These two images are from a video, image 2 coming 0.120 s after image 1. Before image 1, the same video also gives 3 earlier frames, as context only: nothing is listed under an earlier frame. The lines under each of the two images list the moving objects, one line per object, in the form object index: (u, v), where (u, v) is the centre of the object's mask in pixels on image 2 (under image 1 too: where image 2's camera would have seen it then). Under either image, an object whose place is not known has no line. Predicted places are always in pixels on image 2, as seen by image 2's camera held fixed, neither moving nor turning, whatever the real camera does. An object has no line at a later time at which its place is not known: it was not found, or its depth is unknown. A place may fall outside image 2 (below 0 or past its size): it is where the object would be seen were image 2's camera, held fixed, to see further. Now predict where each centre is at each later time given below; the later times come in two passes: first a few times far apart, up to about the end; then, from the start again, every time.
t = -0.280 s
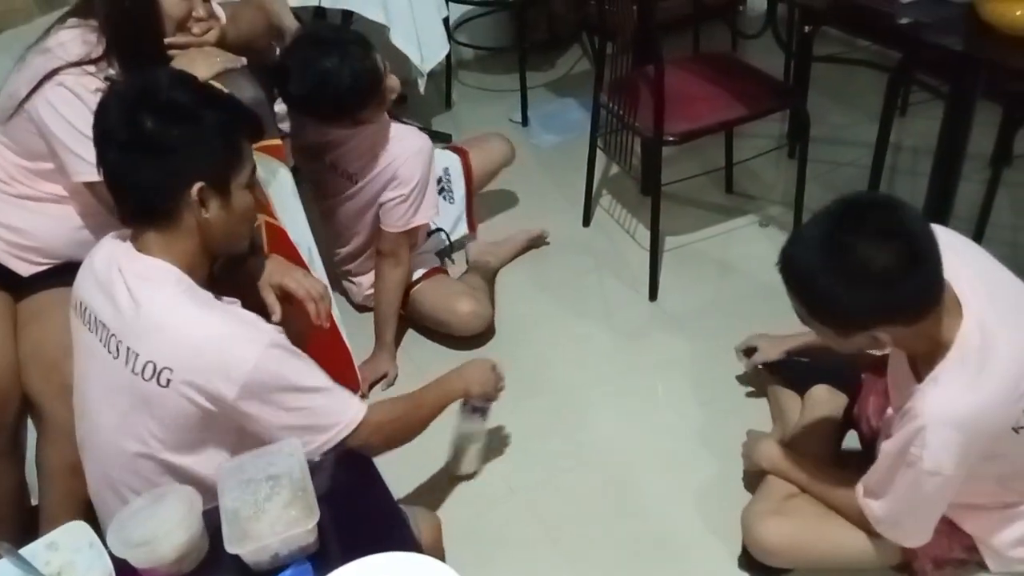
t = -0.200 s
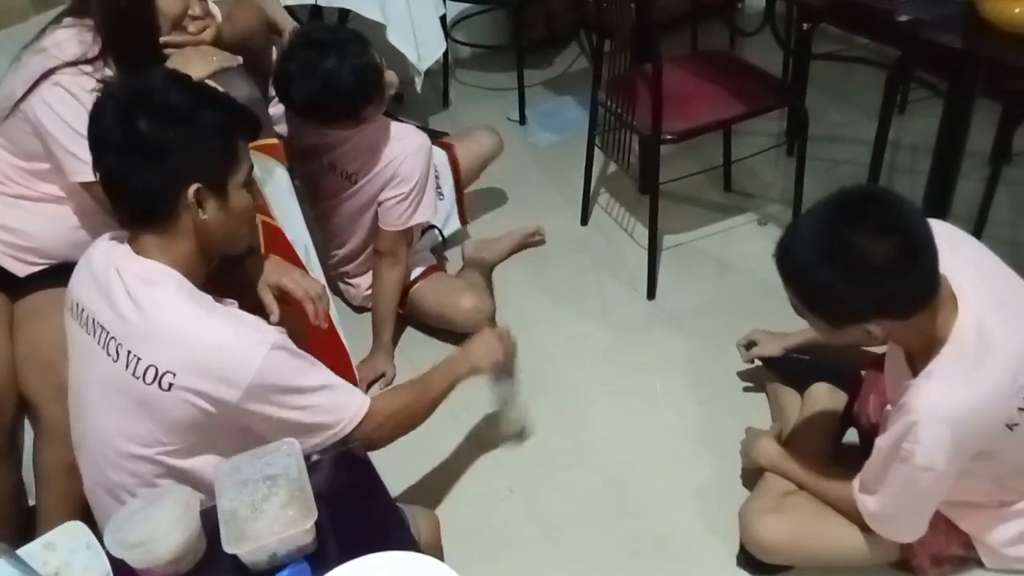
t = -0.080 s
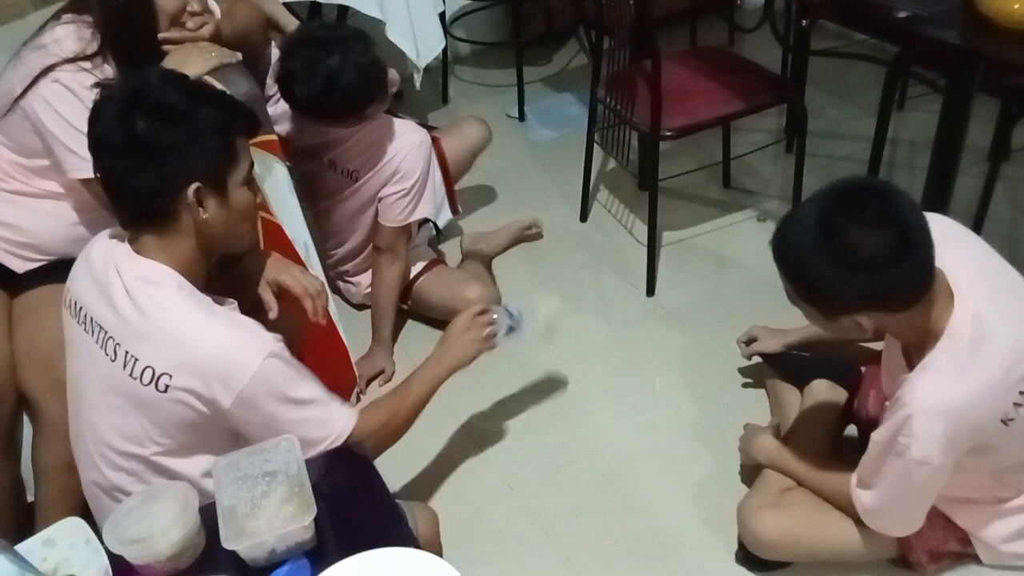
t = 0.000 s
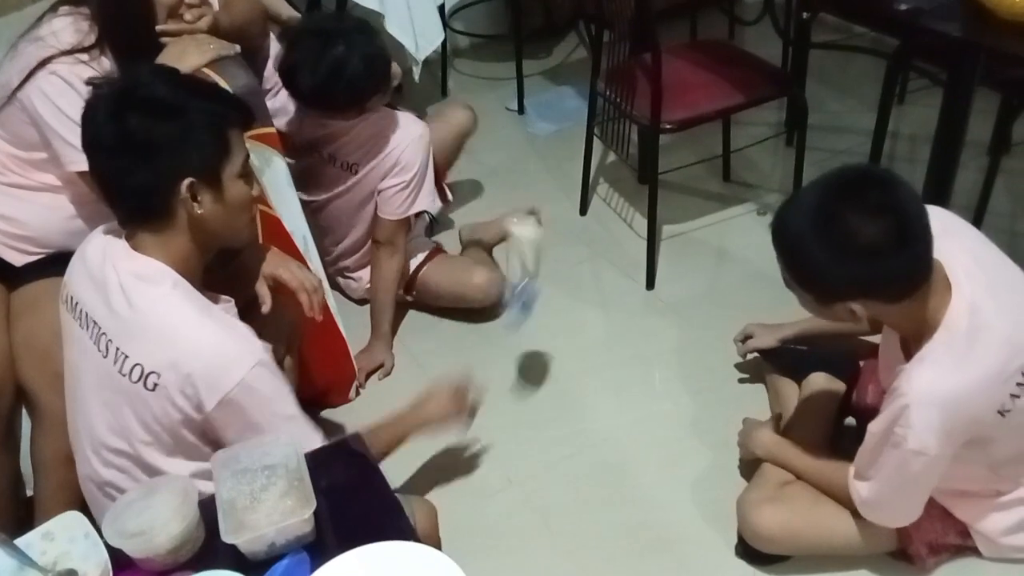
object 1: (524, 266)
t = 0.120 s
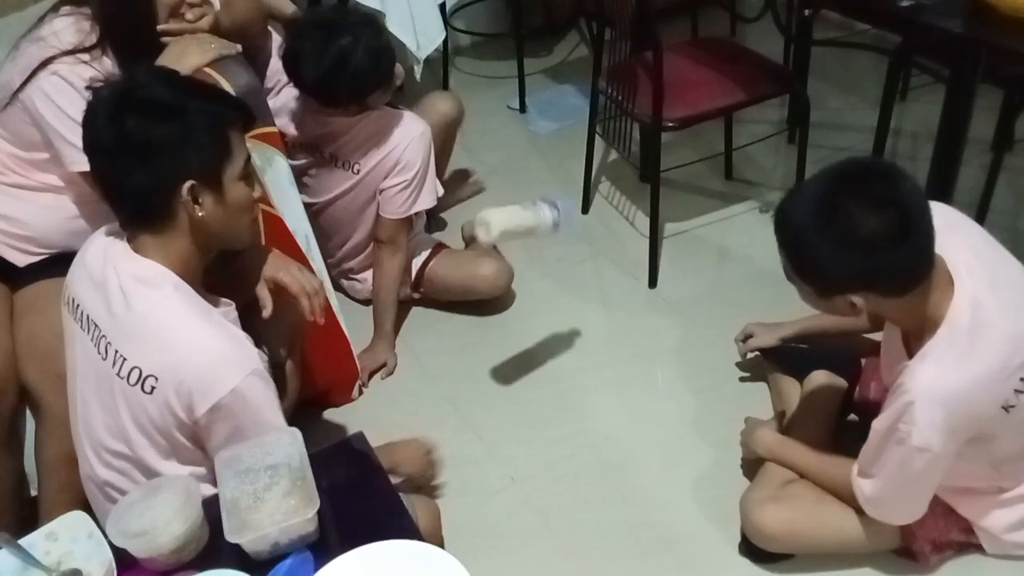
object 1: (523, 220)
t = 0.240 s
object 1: (509, 257)
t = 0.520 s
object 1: (494, 404)
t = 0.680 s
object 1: (472, 445)
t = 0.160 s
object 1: (517, 219)
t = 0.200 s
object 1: (511, 239)
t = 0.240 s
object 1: (509, 257)
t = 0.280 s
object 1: (511, 271)
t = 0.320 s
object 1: (514, 292)
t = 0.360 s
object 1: (511, 330)
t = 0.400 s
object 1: (512, 369)
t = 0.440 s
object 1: (504, 396)
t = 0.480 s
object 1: (499, 400)
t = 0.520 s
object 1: (494, 404)
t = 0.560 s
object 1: (488, 412)
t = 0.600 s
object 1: (478, 420)
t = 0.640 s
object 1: (473, 442)
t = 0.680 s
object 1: (472, 445)
